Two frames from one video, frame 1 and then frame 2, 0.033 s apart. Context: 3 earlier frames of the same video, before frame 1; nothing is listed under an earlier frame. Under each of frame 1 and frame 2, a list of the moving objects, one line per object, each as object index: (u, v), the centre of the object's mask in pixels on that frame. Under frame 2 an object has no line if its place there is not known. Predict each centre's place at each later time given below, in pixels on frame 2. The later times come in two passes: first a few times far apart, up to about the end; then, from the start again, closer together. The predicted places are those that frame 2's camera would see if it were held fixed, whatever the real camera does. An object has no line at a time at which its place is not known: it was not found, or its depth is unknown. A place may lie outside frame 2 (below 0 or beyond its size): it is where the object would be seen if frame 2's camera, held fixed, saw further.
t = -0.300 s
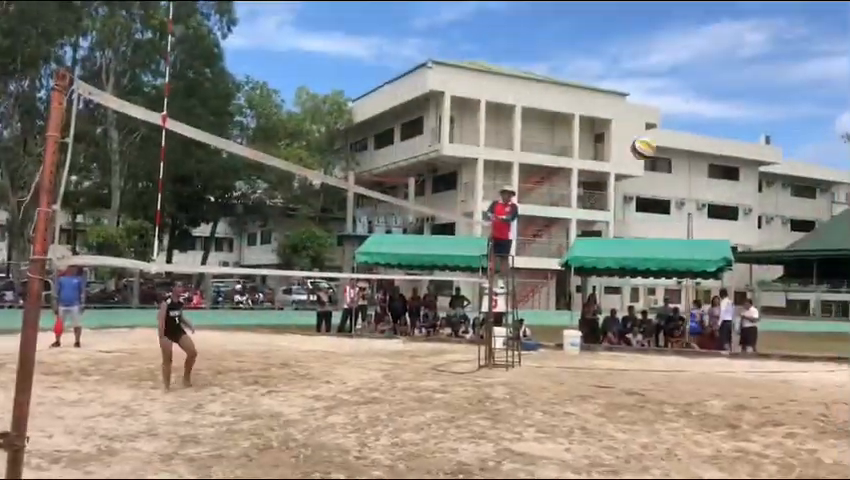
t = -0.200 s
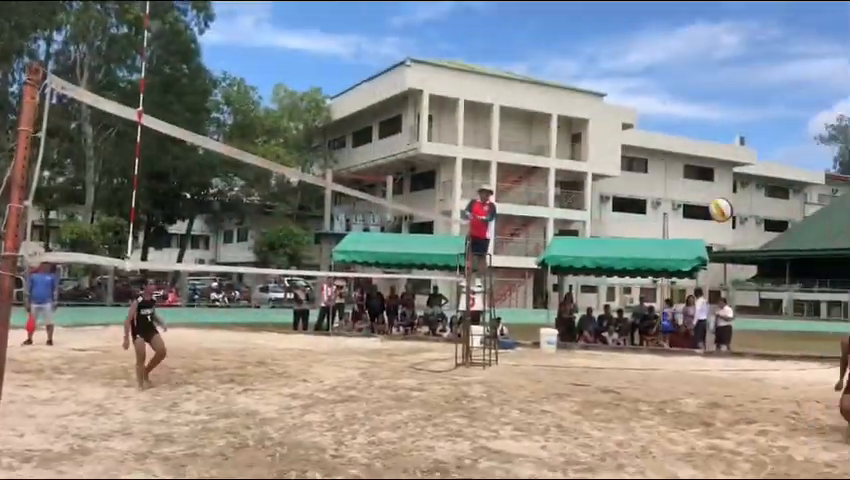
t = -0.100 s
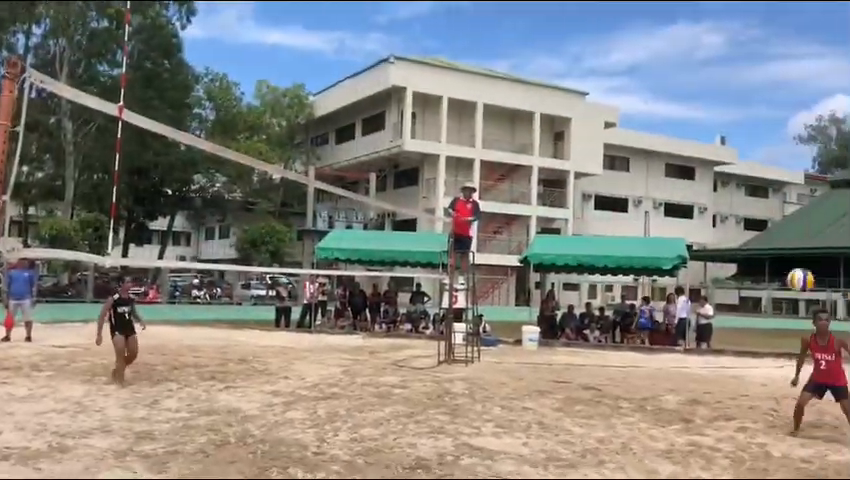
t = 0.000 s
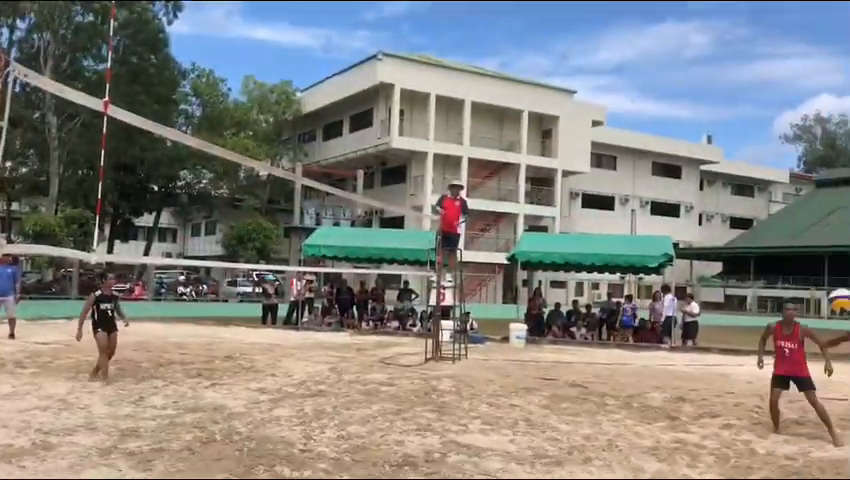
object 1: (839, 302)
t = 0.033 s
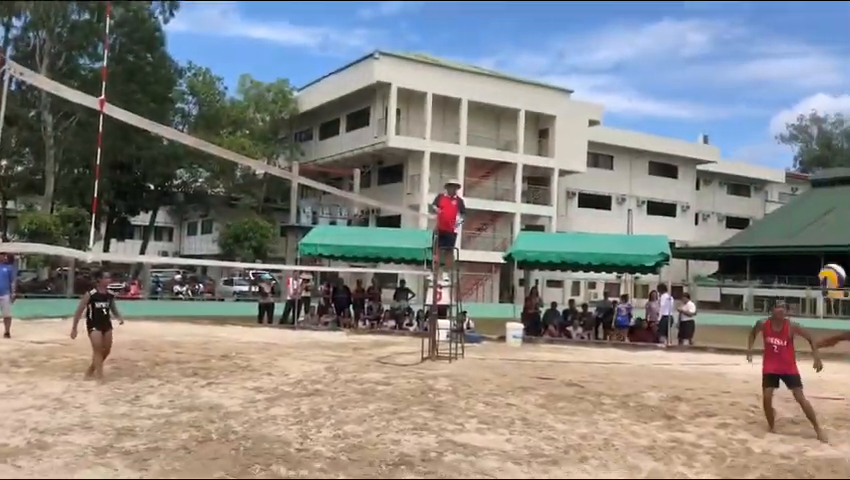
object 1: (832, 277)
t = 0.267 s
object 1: (793, 147)
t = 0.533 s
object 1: (749, 82)
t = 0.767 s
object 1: (712, 86)
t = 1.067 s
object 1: (665, 159)
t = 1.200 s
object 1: (640, 218)
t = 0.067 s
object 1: (826, 253)
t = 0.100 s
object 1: (820, 230)
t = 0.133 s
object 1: (816, 212)
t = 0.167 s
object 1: (810, 193)
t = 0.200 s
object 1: (805, 176)
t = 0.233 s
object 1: (800, 162)
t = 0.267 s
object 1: (793, 147)
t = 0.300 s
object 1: (787, 134)
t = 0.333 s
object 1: (783, 124)
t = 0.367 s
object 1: (777, 114)
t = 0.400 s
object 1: (772, 105)
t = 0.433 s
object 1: (767, 97)
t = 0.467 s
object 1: (761, 91)
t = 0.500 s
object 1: (756, 86)
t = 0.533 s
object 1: (749, 82)
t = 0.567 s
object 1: (745, 80)
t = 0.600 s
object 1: (740, 78)
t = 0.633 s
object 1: (734, 77)
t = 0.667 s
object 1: (729, 78)
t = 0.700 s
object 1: (724, 80)
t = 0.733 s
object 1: (718, 83)
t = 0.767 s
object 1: (712, 86)
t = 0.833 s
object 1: (702, 96)
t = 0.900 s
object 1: (691, 110)
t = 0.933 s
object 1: (686, 119)
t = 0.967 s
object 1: (681, 129)
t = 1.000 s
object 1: (674, 139)
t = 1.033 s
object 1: (669, 149)
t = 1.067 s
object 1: (665, 159)
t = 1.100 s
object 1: (659, 174)
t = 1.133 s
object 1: (652, 189)
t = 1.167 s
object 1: (646, 202)
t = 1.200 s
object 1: (640, 218)
